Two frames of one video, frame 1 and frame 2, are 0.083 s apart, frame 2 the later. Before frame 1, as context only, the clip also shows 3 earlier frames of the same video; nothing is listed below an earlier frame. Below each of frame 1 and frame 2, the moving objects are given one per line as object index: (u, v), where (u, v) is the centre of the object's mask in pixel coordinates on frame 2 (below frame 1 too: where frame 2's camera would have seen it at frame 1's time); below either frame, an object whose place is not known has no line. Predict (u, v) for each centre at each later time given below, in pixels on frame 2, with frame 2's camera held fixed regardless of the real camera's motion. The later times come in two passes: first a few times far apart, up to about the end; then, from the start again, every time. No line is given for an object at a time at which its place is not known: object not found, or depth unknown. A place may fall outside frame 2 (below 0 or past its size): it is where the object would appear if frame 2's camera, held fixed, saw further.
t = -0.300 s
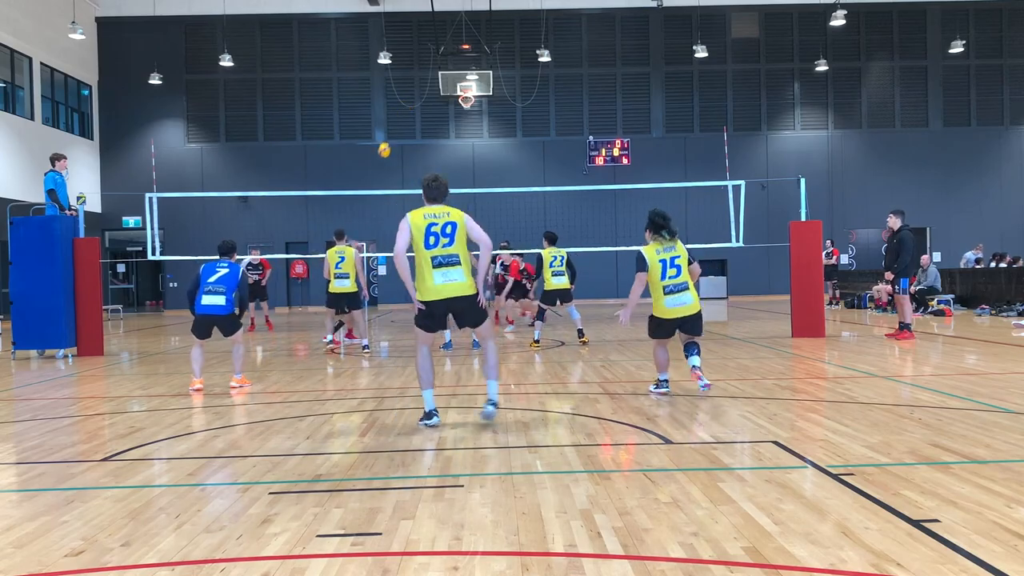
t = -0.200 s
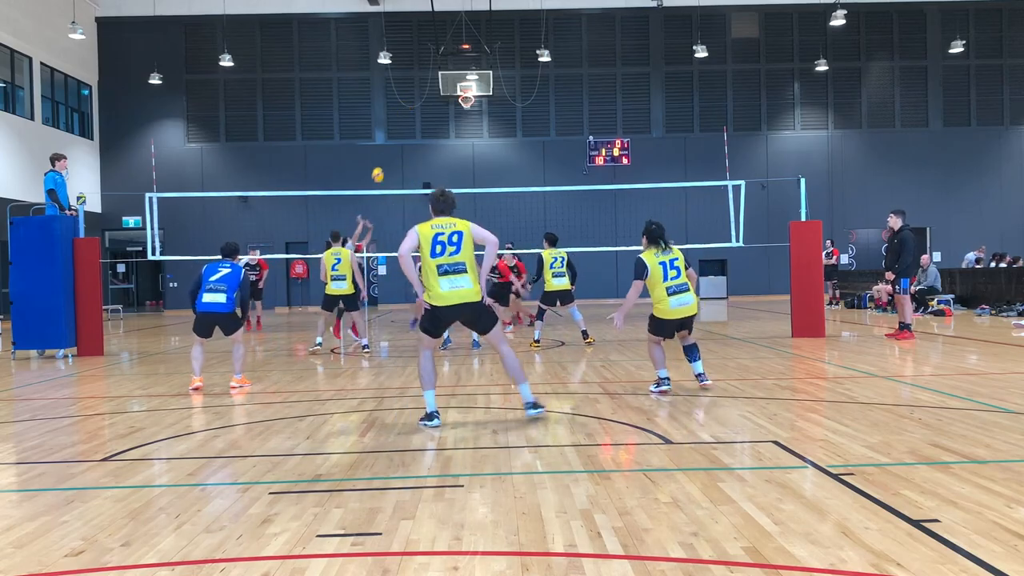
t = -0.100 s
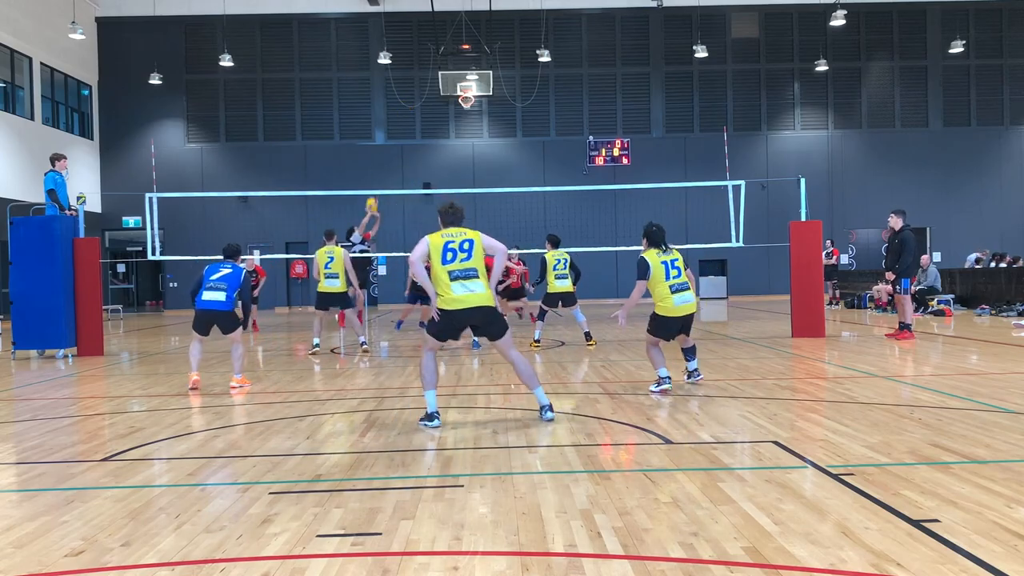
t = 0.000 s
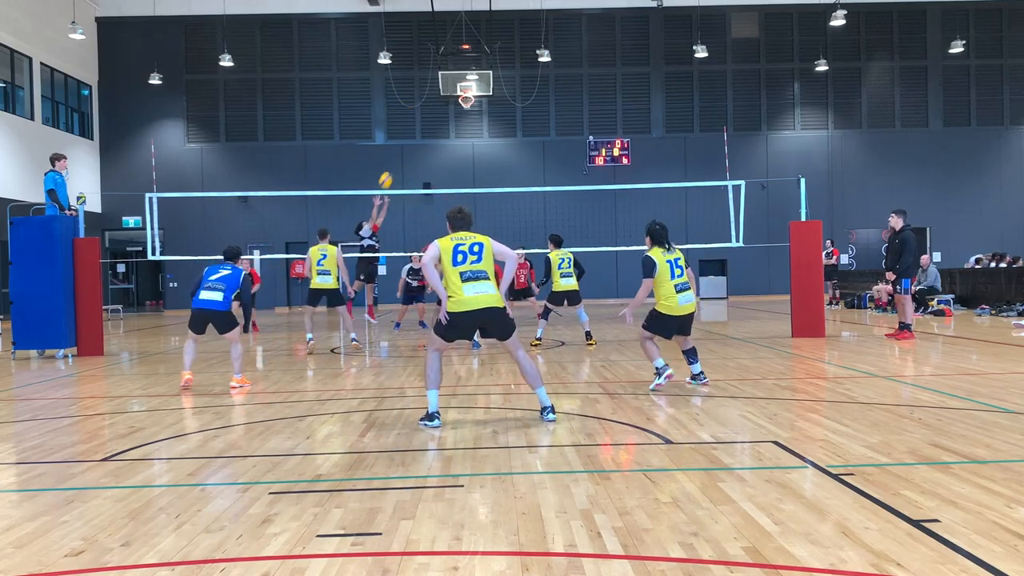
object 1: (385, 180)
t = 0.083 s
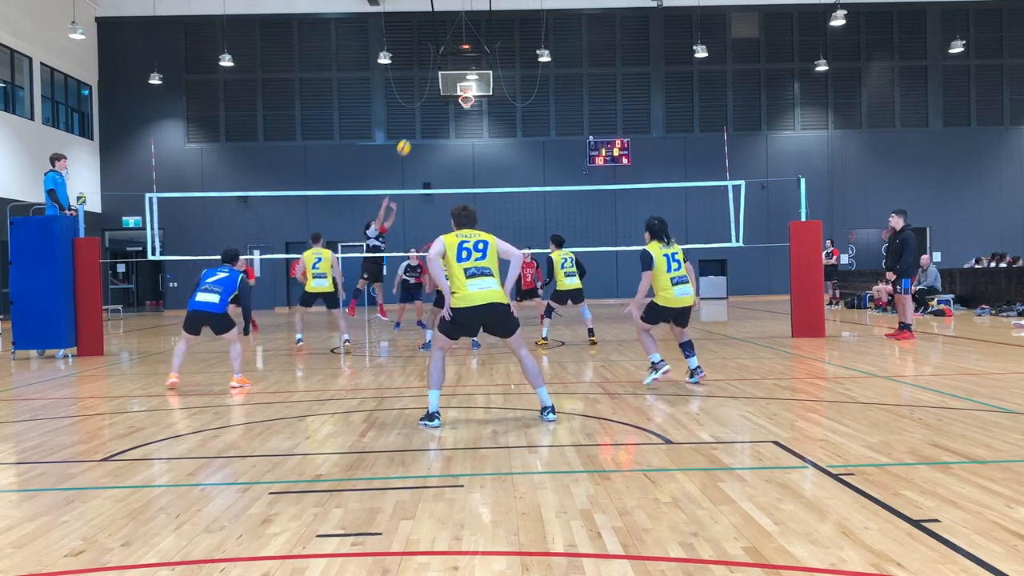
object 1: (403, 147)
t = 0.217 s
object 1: (432, 103)
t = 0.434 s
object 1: (478, 53)
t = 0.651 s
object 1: (524, 29)
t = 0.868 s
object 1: (571, 34)
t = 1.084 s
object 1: (617, 66)
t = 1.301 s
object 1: (663, 126)
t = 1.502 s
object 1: (705, 205)
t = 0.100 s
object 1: (407, 141)
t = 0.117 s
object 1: (411, 135)
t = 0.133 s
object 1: (414, 130)
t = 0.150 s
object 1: (418, 124)
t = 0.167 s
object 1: (421, 118)
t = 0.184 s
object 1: (425, 113)
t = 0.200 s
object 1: (428, 108)
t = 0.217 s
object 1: (432, 103)
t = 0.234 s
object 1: (436, 98)
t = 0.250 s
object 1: (439, 94)
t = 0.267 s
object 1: (443, 89)
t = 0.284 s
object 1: (447, 84)
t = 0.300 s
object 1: (450, 80)
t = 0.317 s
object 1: (454, 76)
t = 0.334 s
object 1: (457, 72)
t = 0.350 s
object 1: (461, 69)
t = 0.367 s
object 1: (464, 65)
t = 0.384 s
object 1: (468, 62)
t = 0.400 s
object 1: (471, 59)
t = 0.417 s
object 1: (475, 56)
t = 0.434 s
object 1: (478, 53)
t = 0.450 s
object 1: (482, 50)
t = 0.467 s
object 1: (485, 48)
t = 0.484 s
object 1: (489, 45)
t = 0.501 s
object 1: (492, 43)
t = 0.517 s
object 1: (496, 41)
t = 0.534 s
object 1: (499, 39)
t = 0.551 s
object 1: (503, 37)
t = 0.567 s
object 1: (506, 35)
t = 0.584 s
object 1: (510, 34)
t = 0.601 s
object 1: (514, 32)
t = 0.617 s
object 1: (517, 31)
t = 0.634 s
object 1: (521, 30)
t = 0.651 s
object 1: (524, 29)
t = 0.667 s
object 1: (528, 29)
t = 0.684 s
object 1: (531, 28)
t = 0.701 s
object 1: (535, 28)
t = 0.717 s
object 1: (538, 28)
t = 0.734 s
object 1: (542, 28)
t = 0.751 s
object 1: (546, 28)
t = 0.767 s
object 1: (549, 28)
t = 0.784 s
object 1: (553, 29)
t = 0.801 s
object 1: (556, 29)
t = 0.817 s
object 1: (560, 30)
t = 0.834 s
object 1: (563, 31)
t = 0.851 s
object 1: (567, 32)
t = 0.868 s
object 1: (571, 34)
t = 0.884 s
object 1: (574, 35)
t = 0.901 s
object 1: (578, 37)
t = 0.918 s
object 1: (581, 39)
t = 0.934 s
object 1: (585, 41)
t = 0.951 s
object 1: (588, 43)
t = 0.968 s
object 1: (592, 45)
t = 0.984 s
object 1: (596, 48)
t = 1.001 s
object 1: (599, 50)
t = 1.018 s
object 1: (603, 53)
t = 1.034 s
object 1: (606, 56)
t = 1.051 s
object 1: (610, 59)
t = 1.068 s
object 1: (614, 63)
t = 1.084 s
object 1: (617, 66)
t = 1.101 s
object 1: (621, 70)
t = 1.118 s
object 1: (624, 73)
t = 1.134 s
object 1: (628, 78)
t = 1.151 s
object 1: (631, 82)
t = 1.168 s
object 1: (635, 86)
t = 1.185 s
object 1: (638, 90)
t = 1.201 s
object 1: (642, 95)
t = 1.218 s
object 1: (645, 100)
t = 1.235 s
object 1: (649, 105)
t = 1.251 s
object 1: (652, 110)
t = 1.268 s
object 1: (656, 115)
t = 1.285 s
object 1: (659, 121)
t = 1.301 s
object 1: (663, 126)
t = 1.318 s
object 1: (666, 132)
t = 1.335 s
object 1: (670, 138)
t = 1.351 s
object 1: (673, 144)
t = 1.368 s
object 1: (677, 150)
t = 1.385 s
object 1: (681, 157)
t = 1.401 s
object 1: (684, 163)
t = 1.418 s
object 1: (687, 170)
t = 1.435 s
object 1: (691, 175)
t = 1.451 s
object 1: (694, 182)
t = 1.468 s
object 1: (698, 192)
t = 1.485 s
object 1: (702, 198)
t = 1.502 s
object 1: (705, 205)
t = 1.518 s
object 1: (709, 213)
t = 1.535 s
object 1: (712, 220)
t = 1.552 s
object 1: (716, 228)
